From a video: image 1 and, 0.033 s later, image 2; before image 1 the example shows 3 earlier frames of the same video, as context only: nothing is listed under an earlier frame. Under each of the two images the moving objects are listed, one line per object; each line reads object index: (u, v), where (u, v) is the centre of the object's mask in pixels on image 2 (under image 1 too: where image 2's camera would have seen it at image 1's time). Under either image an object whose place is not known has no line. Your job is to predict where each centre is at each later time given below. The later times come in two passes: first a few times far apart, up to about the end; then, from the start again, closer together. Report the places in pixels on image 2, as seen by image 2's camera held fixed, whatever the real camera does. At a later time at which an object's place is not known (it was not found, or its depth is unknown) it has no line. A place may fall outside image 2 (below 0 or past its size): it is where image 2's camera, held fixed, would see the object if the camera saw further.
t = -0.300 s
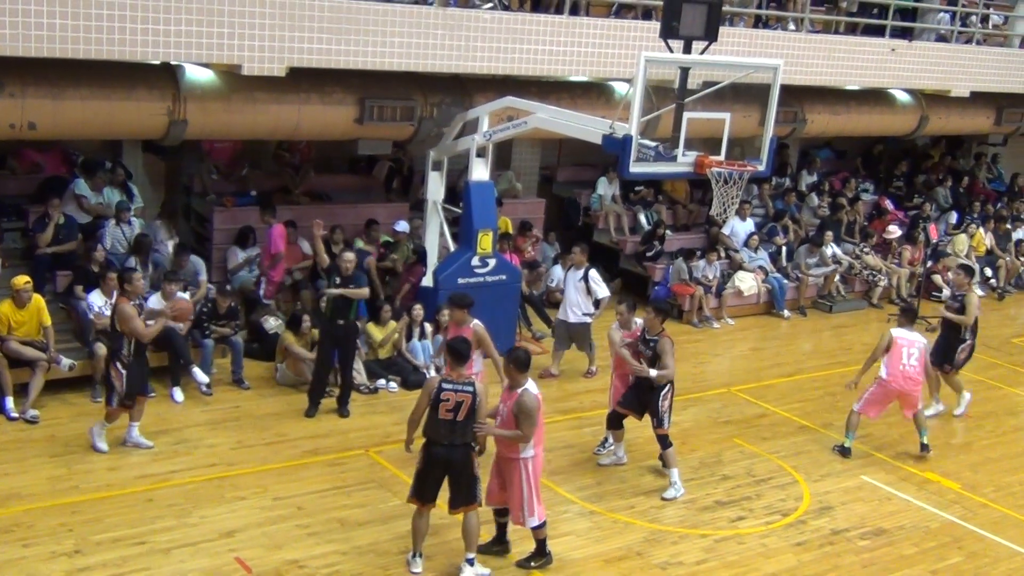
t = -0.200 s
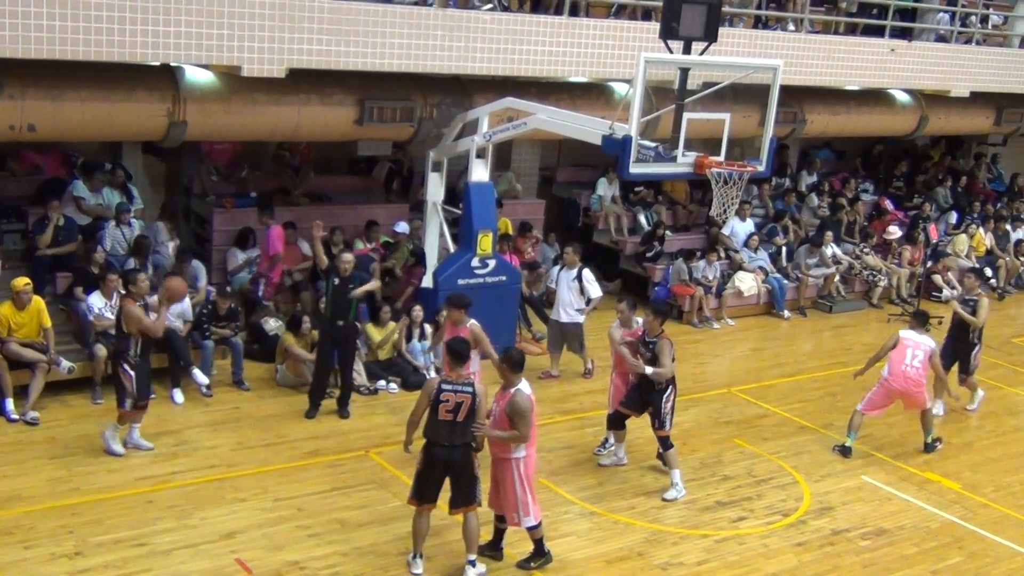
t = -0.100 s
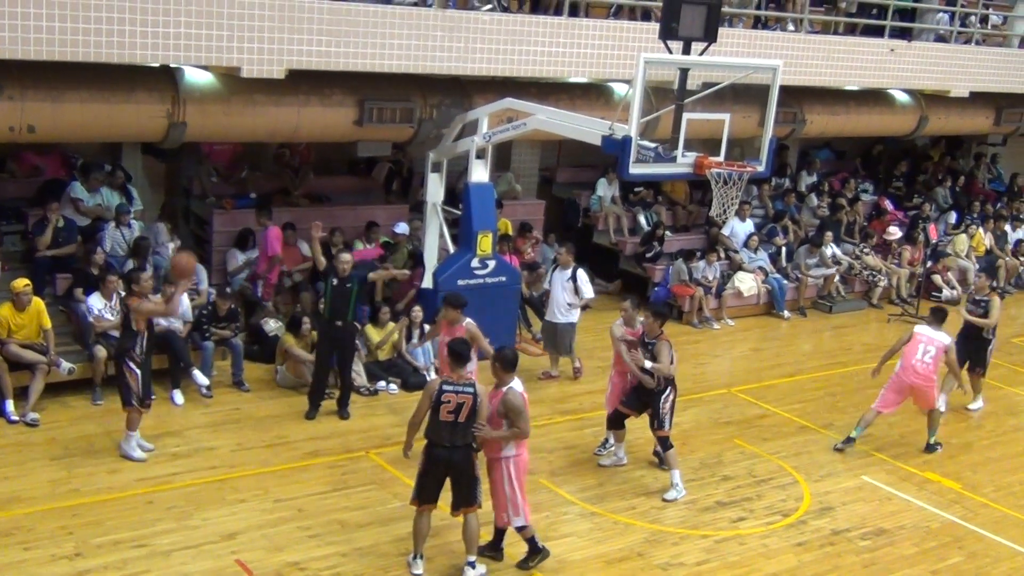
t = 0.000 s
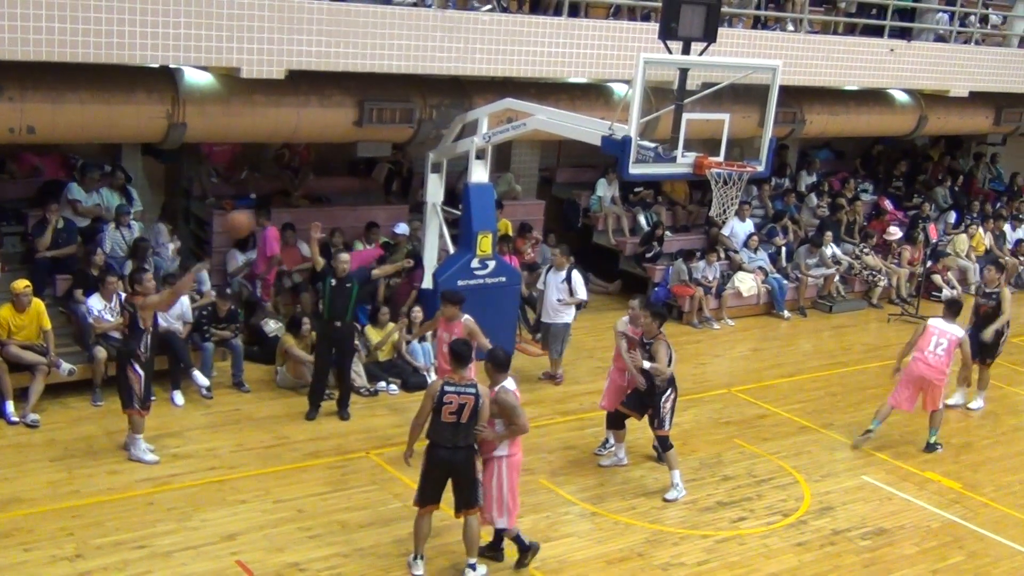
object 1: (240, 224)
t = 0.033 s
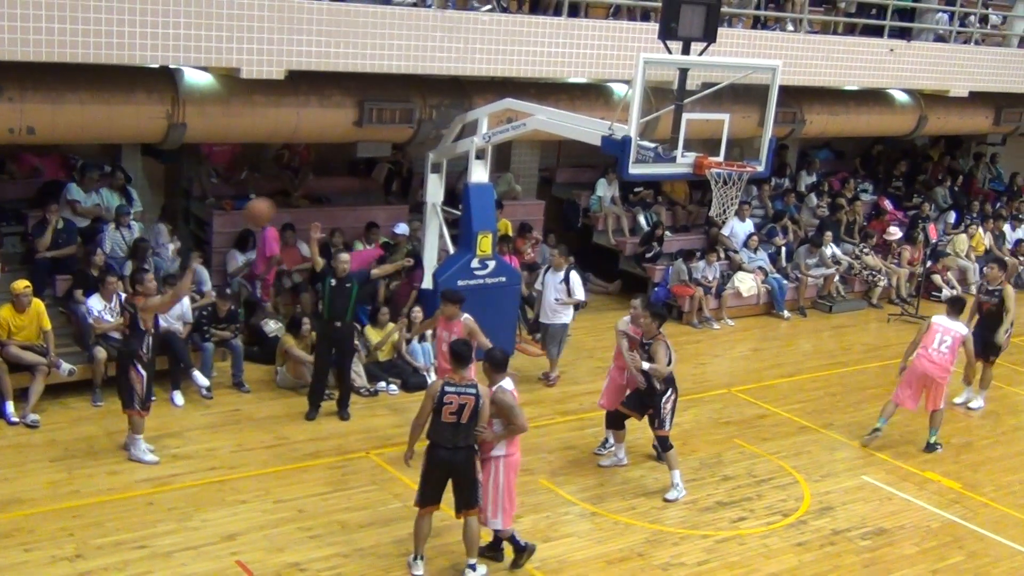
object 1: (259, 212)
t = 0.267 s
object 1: (406, 159)
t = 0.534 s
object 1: (572, 172)
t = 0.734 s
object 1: (690, 234)
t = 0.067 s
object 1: (280, 200)
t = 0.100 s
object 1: (300, 191)
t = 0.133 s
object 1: (321, 182)
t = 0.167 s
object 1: (342, 174)
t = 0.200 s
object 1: (364, 168)
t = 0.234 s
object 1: (385, 163)
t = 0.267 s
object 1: (406, 159)
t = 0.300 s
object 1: (425, 155)
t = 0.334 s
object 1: (449, 155)
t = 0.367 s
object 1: (467, 154)
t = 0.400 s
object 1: (491, 155)
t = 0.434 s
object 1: (511, 157)
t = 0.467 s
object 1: (531, 160)
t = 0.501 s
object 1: (553, 167)
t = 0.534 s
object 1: (572, 172)
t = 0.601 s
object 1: (614, 188)
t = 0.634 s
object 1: (632, 198)
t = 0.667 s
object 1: (652, 207)
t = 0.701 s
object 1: (671, 220)
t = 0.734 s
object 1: (690, 234)
